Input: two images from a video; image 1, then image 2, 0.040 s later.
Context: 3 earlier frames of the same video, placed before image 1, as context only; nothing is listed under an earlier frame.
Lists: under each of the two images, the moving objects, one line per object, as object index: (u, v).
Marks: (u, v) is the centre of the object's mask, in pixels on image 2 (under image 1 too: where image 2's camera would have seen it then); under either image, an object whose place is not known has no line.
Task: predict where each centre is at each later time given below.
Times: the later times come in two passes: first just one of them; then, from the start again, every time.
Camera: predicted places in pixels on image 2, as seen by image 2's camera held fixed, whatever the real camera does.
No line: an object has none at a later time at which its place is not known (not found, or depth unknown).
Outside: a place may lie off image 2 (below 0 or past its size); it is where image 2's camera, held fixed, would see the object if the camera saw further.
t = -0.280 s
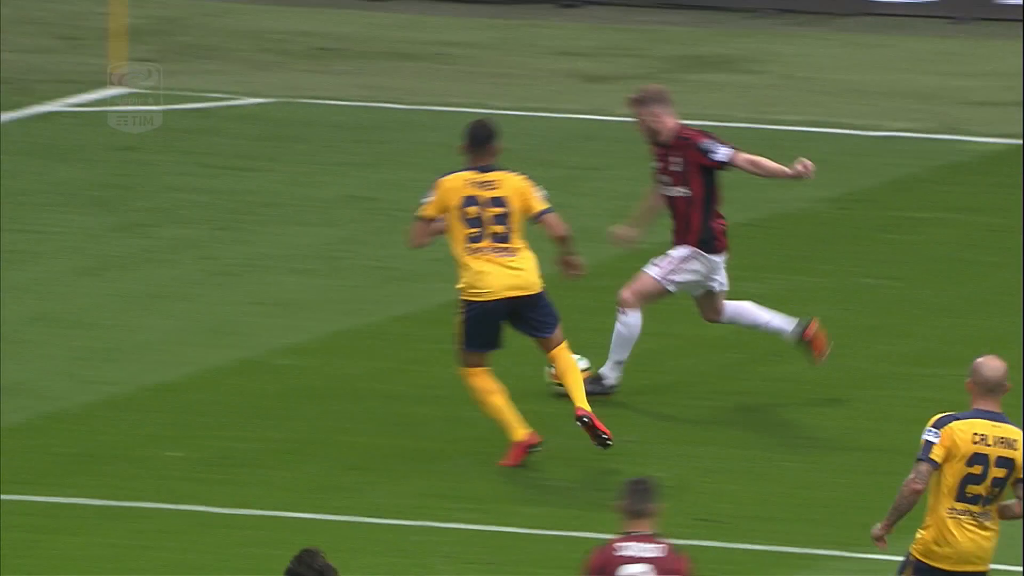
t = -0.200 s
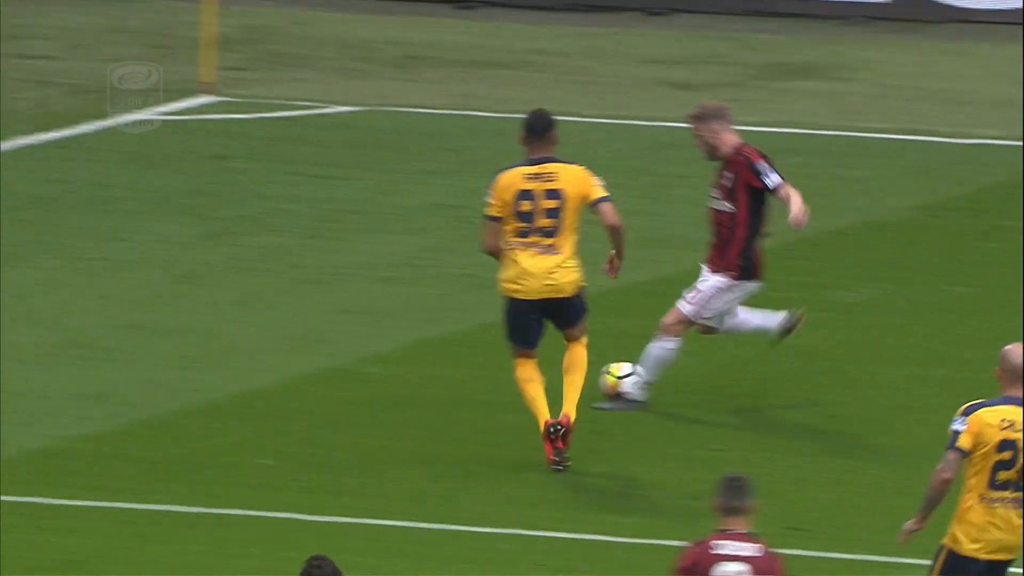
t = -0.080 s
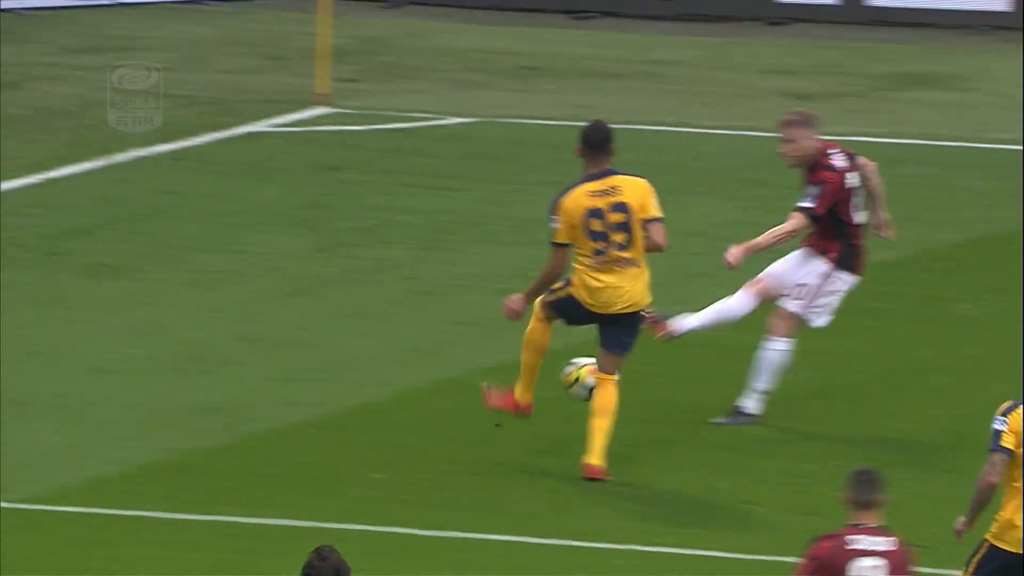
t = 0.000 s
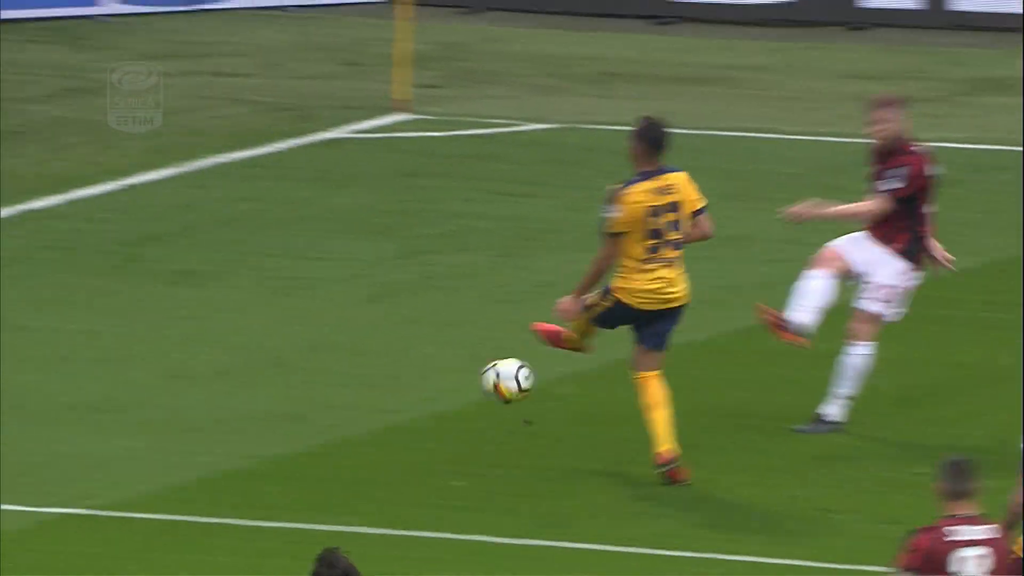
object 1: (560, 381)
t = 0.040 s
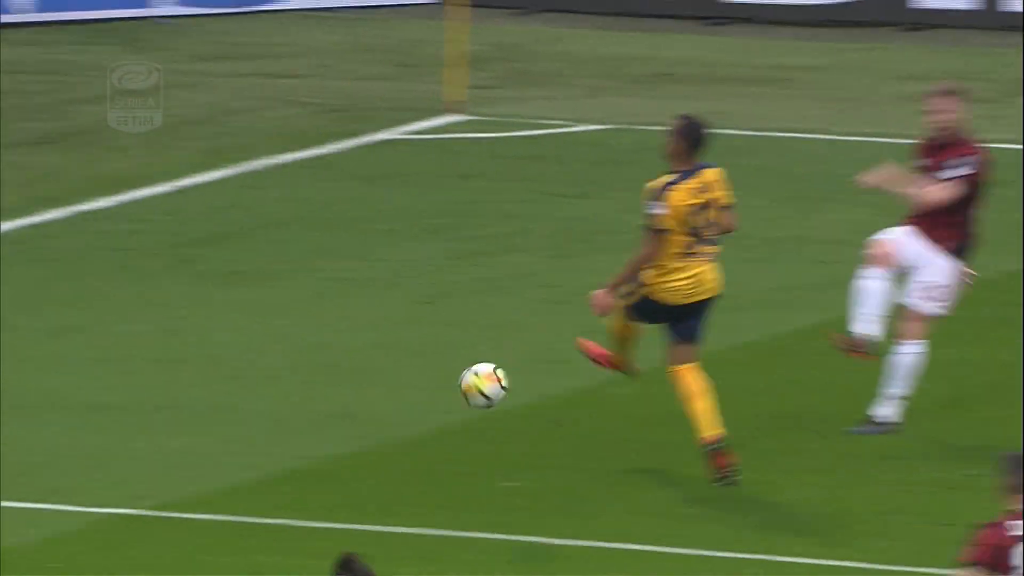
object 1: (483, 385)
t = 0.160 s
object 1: (266, 422)
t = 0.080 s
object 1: (410, 393)
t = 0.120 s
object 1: (338, 405)
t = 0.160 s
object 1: (266, 422)
